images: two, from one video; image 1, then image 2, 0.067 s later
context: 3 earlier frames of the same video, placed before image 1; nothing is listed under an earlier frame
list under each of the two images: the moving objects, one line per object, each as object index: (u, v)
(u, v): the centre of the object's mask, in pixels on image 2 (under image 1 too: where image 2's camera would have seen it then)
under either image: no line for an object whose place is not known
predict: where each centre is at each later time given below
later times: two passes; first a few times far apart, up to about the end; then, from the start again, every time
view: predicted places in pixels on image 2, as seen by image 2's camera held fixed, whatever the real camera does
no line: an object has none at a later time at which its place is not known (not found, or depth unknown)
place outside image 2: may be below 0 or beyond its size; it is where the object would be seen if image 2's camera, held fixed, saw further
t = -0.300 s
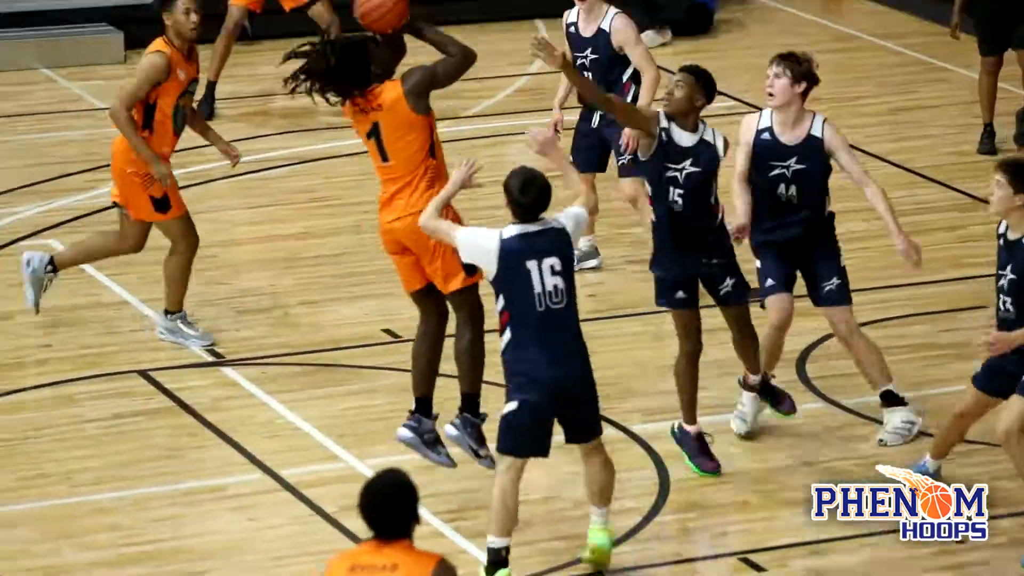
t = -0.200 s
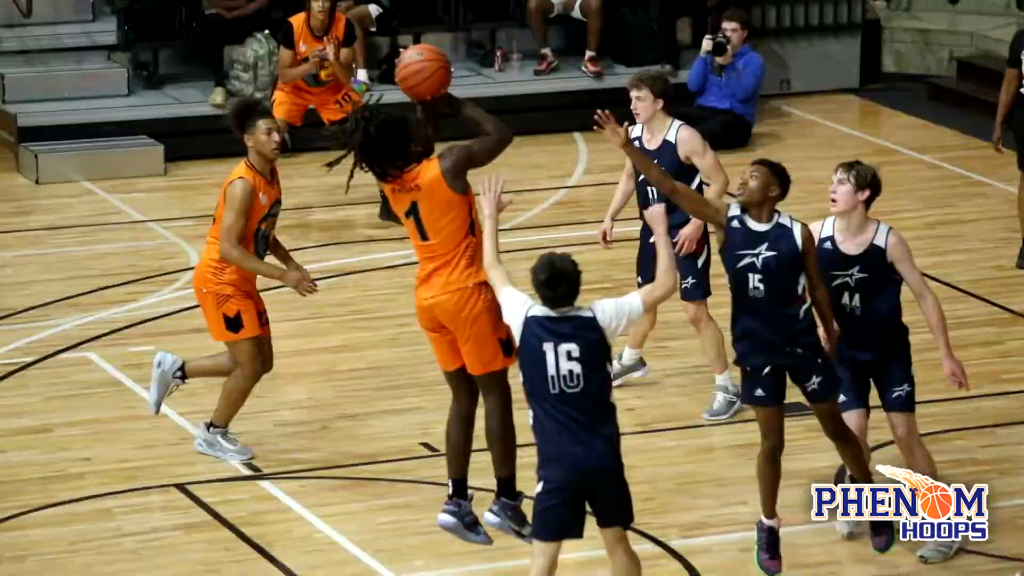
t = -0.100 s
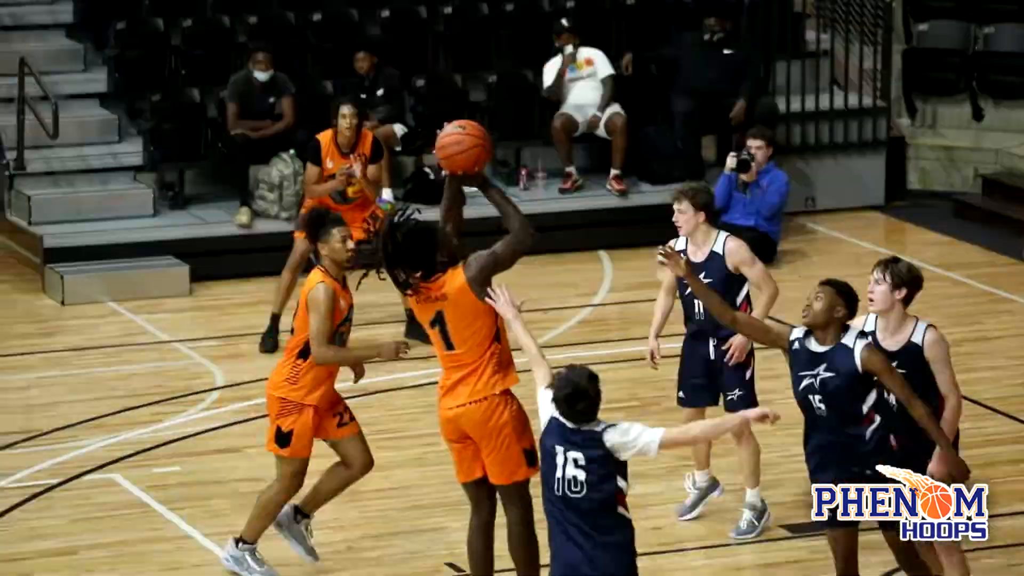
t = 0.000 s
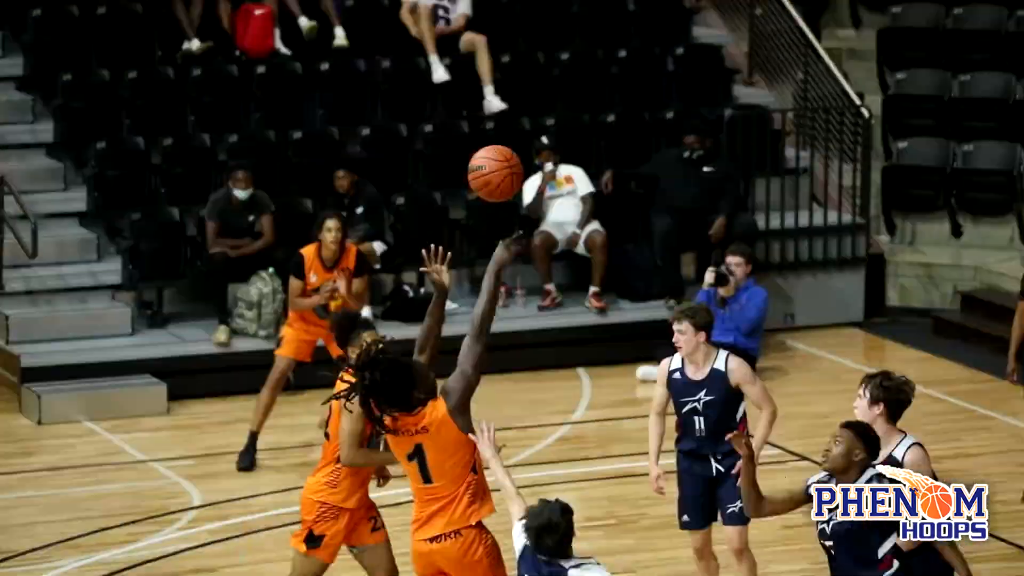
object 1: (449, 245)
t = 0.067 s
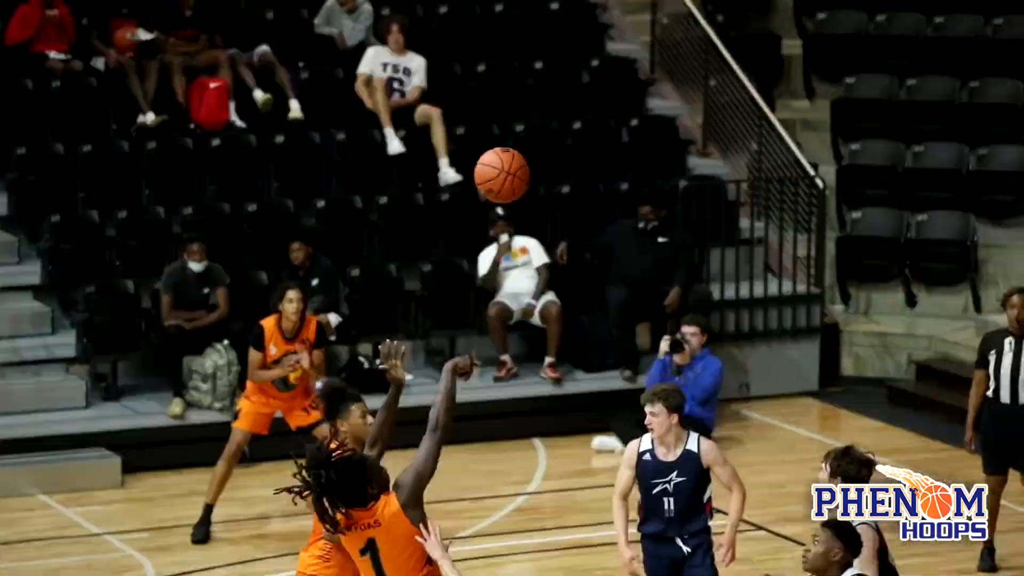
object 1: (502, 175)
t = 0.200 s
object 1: (602, 68)
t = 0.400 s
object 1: (744, -16)
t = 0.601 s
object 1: (877, -11)
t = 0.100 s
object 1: (527, 144)
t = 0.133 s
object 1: (553, 116)
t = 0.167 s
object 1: (578, 91)
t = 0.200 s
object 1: (602, 68)
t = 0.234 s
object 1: (627, 47)
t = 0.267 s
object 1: (651, 28)
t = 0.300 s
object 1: (675, 14)
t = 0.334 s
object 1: (698, 1)
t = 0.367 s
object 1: (722, -9)
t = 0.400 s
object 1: (744, -16)
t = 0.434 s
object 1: (767, -22)
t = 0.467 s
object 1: (789, -24)
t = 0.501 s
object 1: (811, -25)
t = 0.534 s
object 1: (833, -23)
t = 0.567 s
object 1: (855, -18)
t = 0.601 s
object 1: (877, -11)
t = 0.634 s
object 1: (899, -3)
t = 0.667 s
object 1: (921, 9)
